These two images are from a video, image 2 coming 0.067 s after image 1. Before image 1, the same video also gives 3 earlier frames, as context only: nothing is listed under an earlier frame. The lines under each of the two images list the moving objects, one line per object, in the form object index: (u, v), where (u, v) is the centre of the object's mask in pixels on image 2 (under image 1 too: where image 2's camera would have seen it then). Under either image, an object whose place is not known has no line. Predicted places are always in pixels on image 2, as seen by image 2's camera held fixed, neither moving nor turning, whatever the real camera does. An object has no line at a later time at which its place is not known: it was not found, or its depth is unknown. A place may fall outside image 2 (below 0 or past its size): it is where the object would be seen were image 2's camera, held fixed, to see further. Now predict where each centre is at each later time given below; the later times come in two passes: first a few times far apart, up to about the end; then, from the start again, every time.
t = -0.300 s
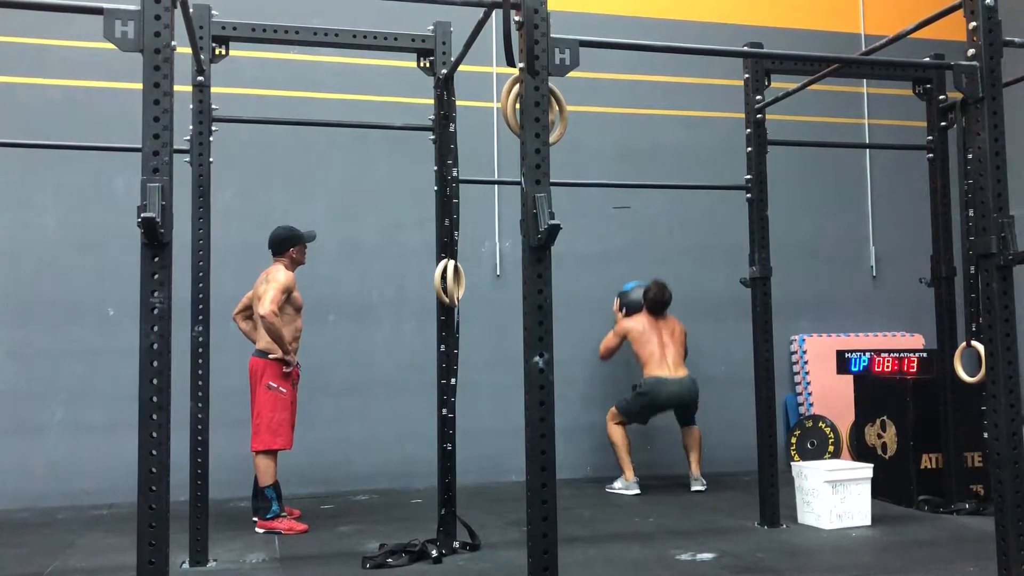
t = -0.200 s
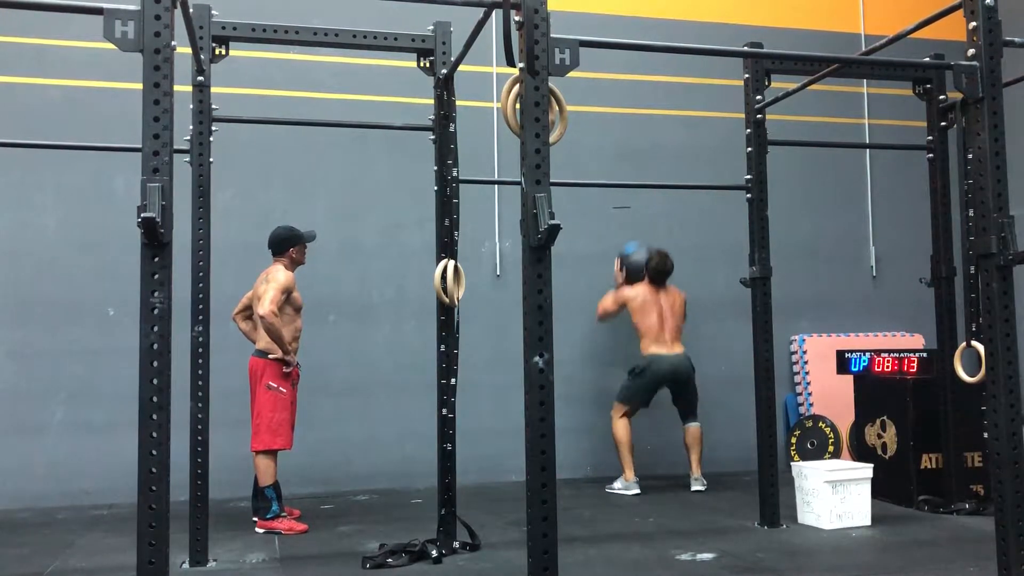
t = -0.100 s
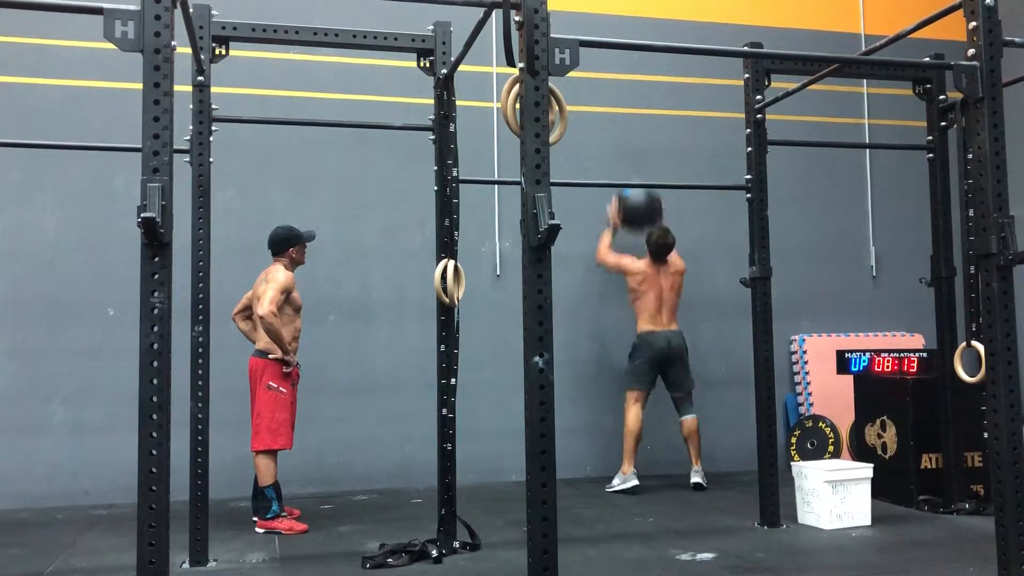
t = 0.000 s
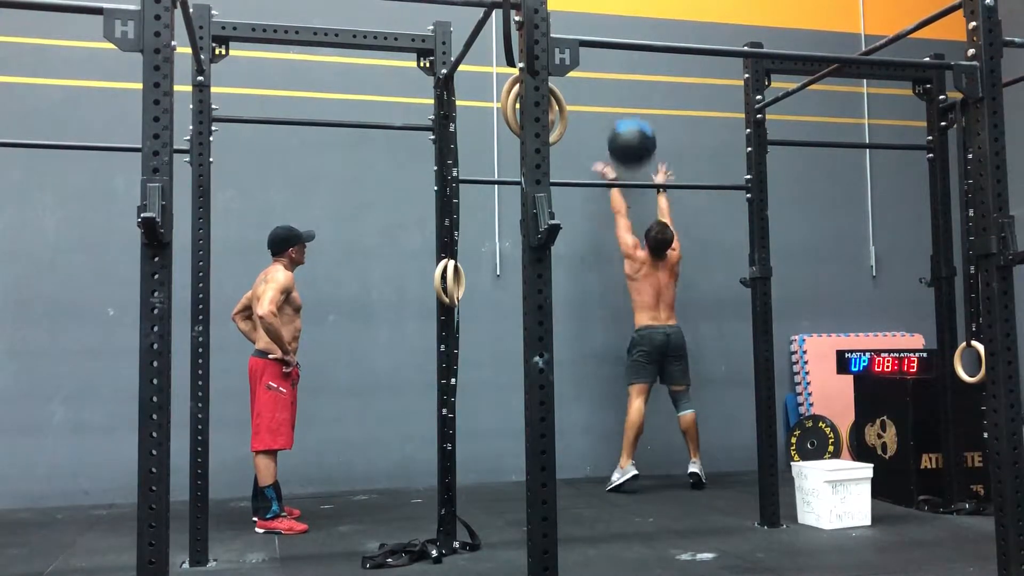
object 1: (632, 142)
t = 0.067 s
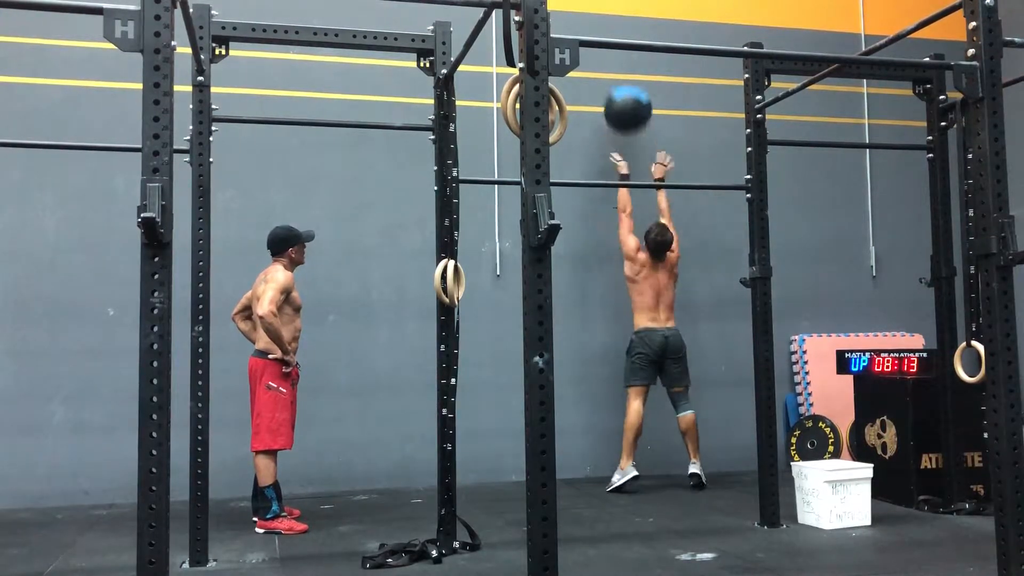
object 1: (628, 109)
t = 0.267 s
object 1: (615, 47)
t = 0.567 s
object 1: (617, 39)
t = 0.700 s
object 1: (619, 76)
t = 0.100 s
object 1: (626, 94)
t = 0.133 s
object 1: (624, 80)
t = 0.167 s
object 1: (621, 70)
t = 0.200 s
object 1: (620, 64)
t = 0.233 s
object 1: (618, 52)
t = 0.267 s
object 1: (615, 47)
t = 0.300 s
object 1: (614, 38)
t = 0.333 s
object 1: (614, 31)
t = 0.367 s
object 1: (614, 25)
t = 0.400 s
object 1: (614, 24)
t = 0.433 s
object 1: (615, 23)
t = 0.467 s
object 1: (615, 24)
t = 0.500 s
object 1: (616, 25)
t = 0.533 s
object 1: (616, 33)
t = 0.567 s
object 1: (617, 39)
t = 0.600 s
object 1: (617, 49)
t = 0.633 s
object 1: (617, 62)
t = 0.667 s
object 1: (618, 69)
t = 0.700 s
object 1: (619, 76)
